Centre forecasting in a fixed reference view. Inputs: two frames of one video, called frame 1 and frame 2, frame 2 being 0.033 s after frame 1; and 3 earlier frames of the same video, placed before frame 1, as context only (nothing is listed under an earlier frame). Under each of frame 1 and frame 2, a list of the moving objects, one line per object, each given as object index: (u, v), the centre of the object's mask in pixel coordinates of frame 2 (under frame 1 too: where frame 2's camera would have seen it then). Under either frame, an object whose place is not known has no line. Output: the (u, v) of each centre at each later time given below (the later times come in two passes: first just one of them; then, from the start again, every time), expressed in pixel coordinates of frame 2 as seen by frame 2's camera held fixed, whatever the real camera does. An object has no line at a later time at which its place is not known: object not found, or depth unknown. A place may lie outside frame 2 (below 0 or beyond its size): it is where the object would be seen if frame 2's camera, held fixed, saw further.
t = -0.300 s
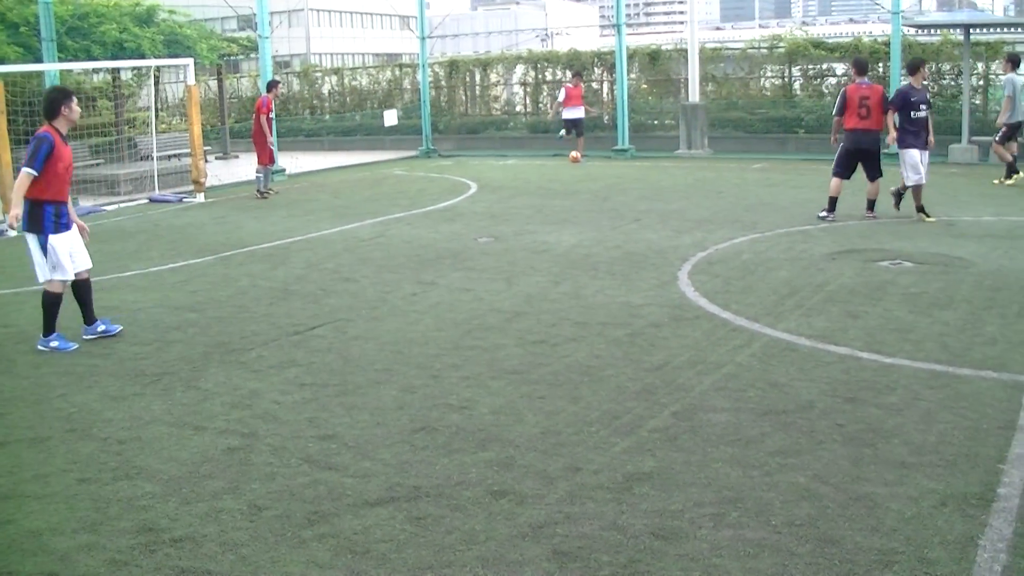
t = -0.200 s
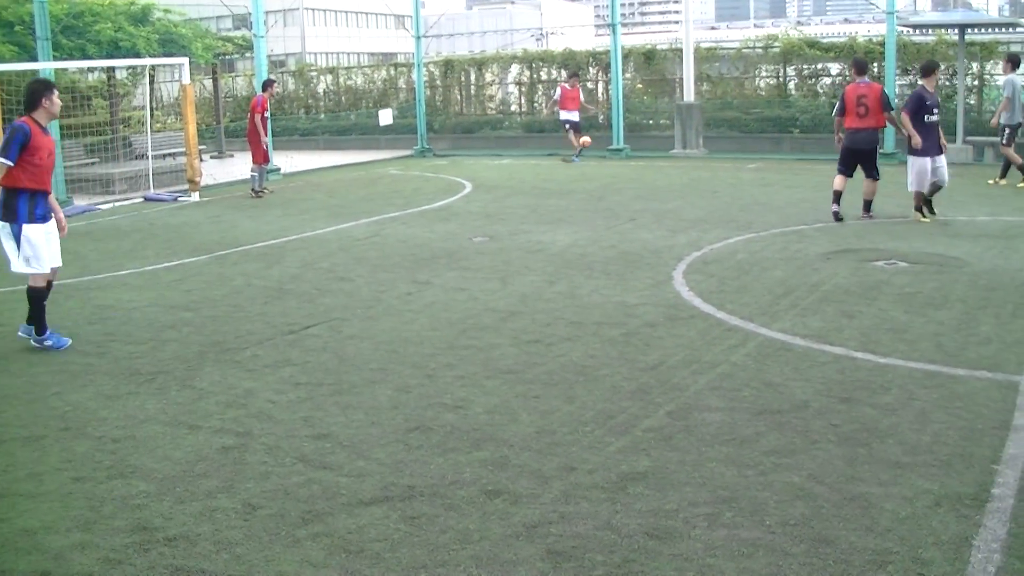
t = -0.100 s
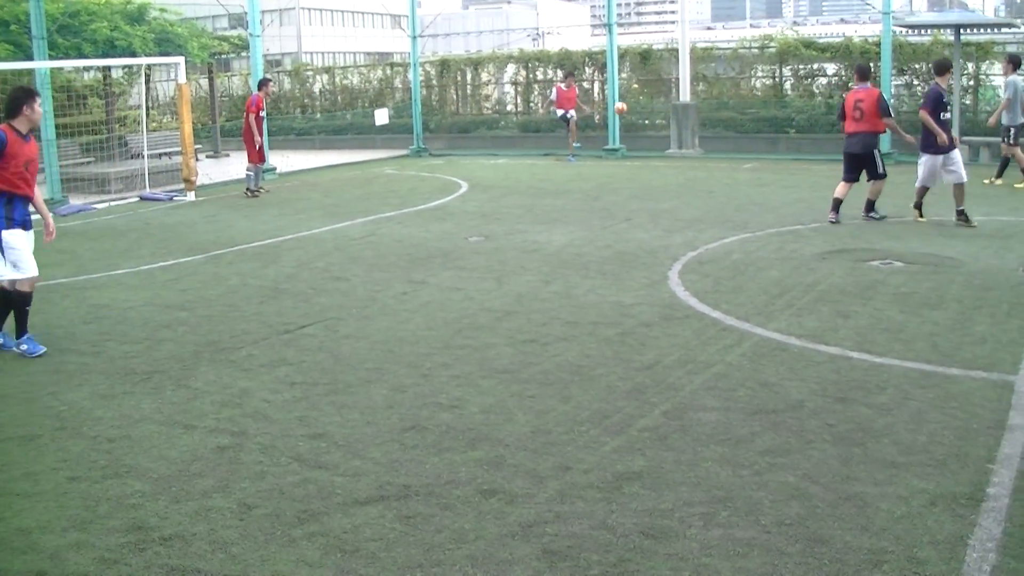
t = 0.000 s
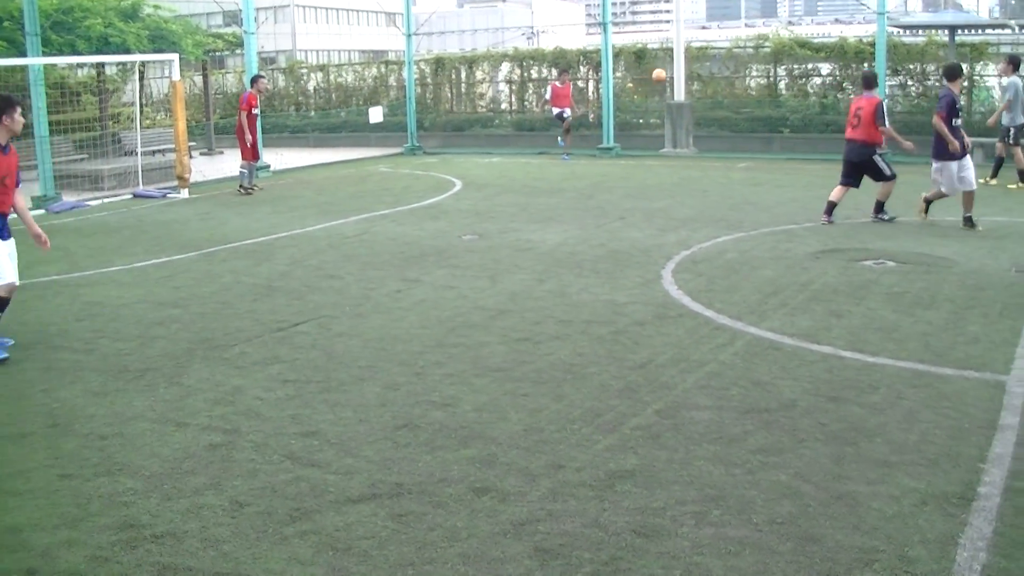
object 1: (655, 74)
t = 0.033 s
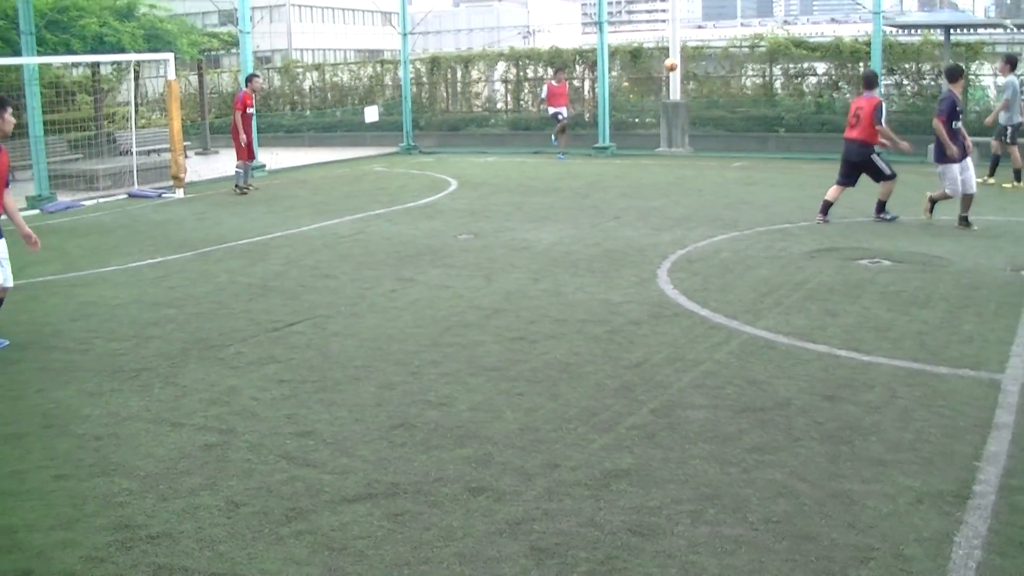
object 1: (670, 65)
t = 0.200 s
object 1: (760, 20)
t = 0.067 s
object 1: (687, 54)
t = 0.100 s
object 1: (704, 46)
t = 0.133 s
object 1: (721, 38)
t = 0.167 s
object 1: (740, 28)
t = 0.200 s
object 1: (760, 20)
